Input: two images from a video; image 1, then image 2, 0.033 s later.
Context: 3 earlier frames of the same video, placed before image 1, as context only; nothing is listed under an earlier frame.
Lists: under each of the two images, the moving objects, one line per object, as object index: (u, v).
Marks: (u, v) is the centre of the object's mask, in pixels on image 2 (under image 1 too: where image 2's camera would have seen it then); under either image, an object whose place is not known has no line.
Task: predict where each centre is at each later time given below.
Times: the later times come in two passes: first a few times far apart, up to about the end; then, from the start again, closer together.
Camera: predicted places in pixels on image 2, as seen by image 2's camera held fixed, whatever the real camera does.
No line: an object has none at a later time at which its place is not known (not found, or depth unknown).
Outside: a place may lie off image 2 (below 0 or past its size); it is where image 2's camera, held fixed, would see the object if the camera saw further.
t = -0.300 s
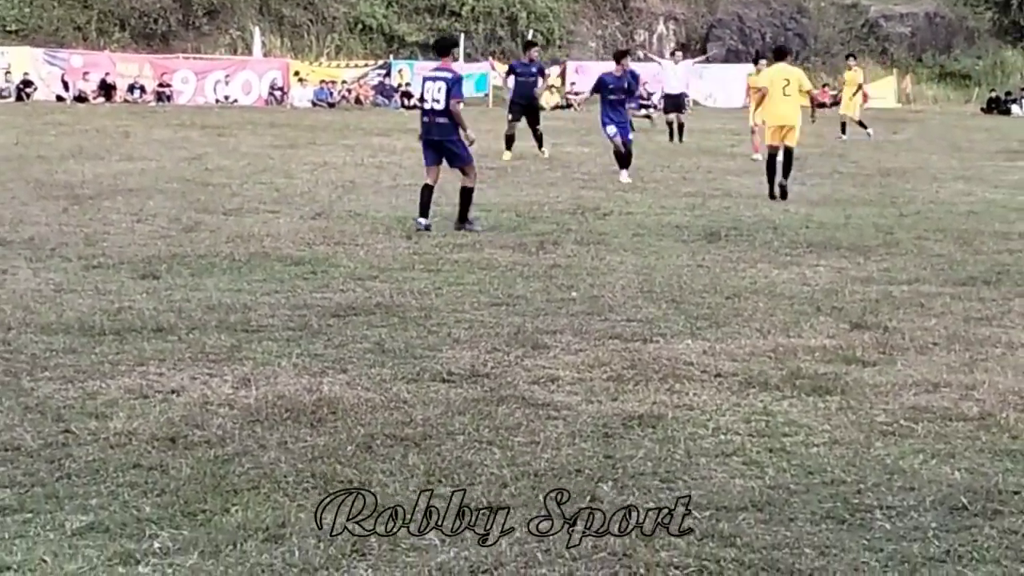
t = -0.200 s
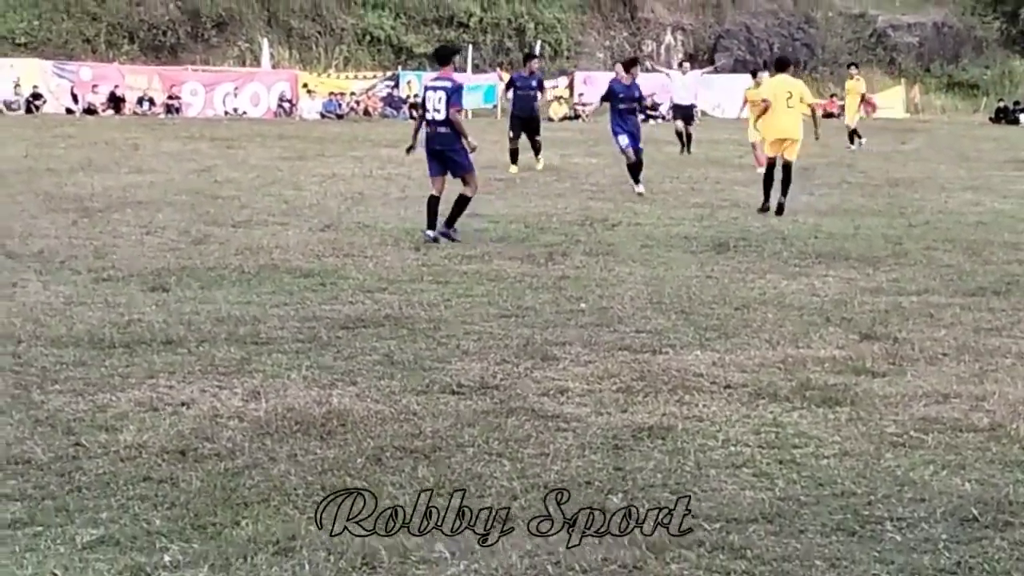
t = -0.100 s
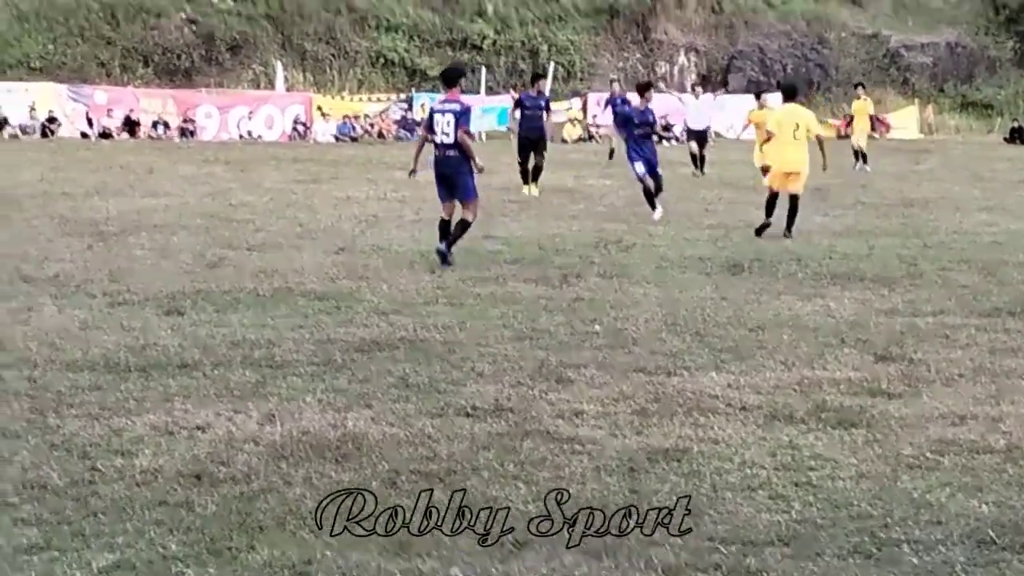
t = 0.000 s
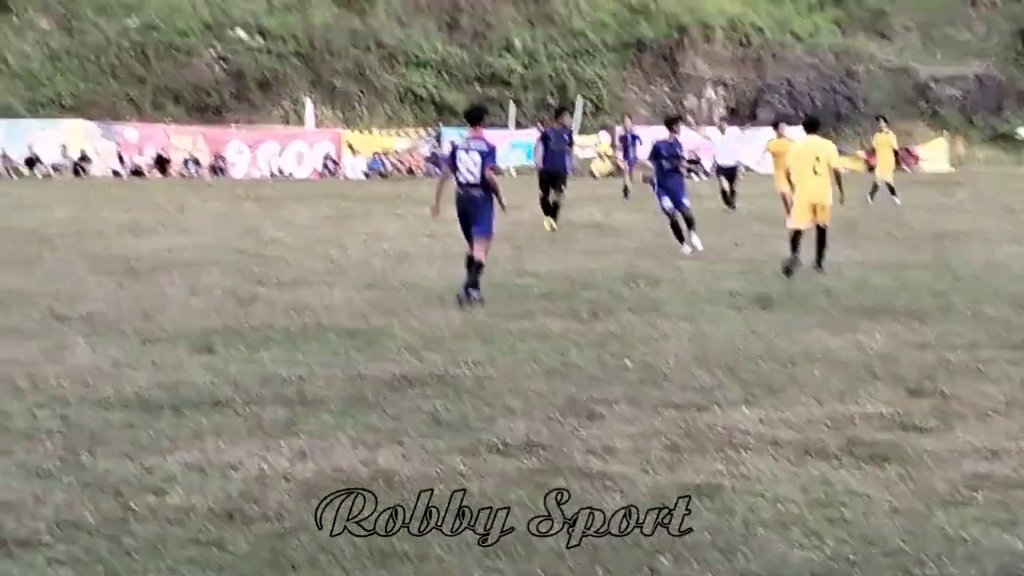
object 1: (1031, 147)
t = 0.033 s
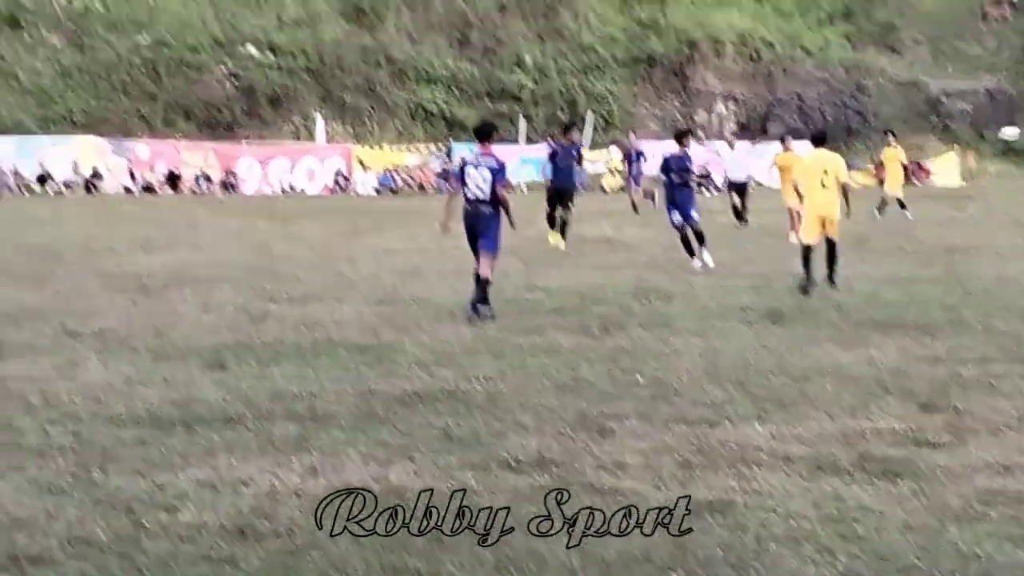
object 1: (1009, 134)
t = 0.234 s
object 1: (839, 61)
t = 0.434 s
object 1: (660, 7)
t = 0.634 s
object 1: (472, -23)
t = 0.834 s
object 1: (270, -26)
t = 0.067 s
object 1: (981, 120)
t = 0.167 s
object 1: (895, 84)
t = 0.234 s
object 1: (839, 61)
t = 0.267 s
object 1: (811, 50)
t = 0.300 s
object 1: (781, 41)
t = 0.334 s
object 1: (751, 30)
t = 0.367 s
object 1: (721, 22)
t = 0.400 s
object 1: (692, 14)
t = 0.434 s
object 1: (660, 7)
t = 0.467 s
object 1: (630, 0)
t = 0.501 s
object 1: (600, -6)
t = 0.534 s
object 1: (569, -11)
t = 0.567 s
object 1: (536, -16)
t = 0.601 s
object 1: (504, -20)
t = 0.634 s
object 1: (472, -23)
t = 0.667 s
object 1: (439, -25)
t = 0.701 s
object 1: (406, -27)
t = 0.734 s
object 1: (372, -29)
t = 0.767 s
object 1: (339, -28)
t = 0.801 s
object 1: (304, -28)
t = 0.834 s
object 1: (270, -26)
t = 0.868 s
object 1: (236, -25)
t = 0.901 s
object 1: (199, -21)
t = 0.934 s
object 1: (164, -18)
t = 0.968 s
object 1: (126, -14)
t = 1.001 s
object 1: (90, -8)
